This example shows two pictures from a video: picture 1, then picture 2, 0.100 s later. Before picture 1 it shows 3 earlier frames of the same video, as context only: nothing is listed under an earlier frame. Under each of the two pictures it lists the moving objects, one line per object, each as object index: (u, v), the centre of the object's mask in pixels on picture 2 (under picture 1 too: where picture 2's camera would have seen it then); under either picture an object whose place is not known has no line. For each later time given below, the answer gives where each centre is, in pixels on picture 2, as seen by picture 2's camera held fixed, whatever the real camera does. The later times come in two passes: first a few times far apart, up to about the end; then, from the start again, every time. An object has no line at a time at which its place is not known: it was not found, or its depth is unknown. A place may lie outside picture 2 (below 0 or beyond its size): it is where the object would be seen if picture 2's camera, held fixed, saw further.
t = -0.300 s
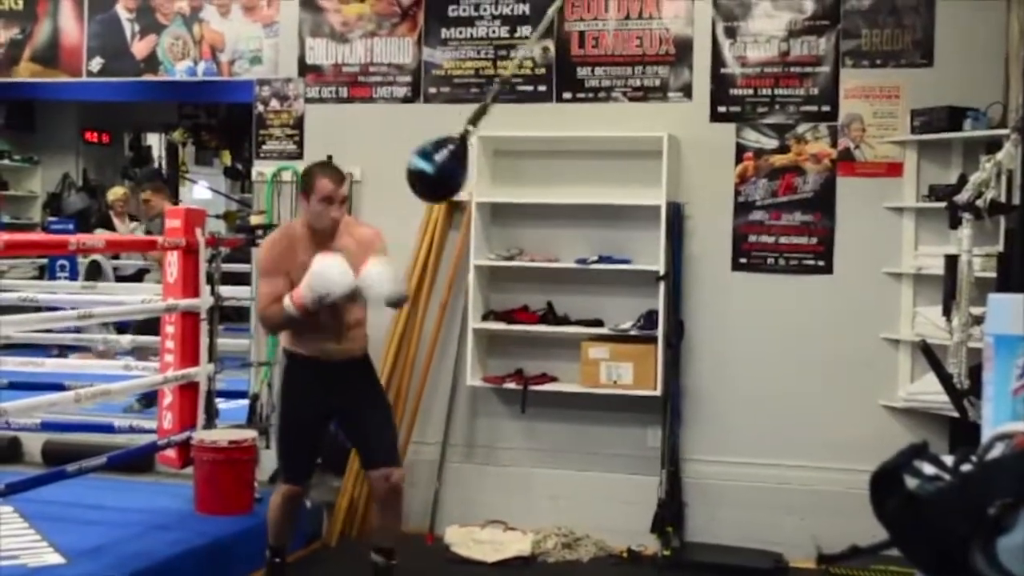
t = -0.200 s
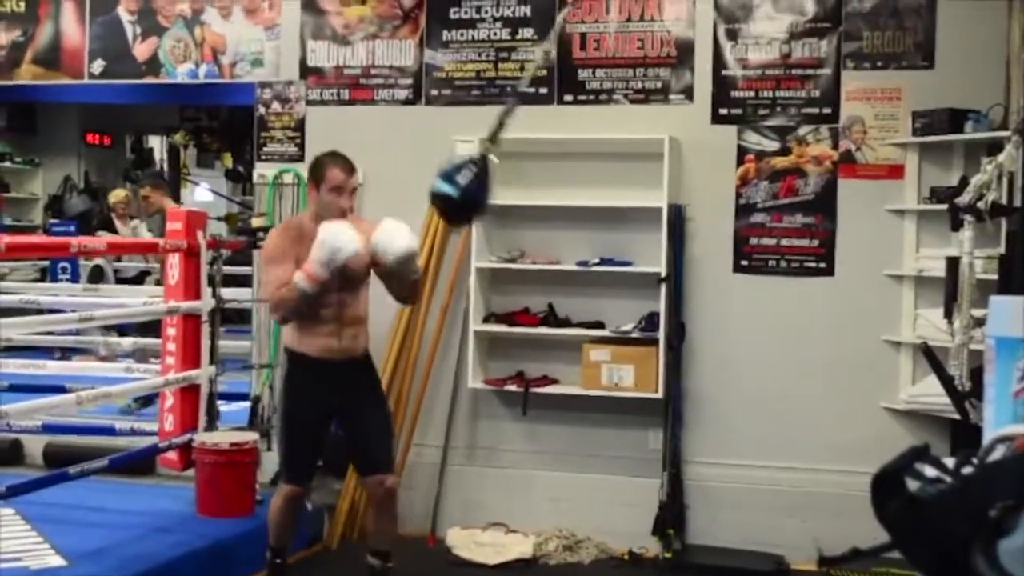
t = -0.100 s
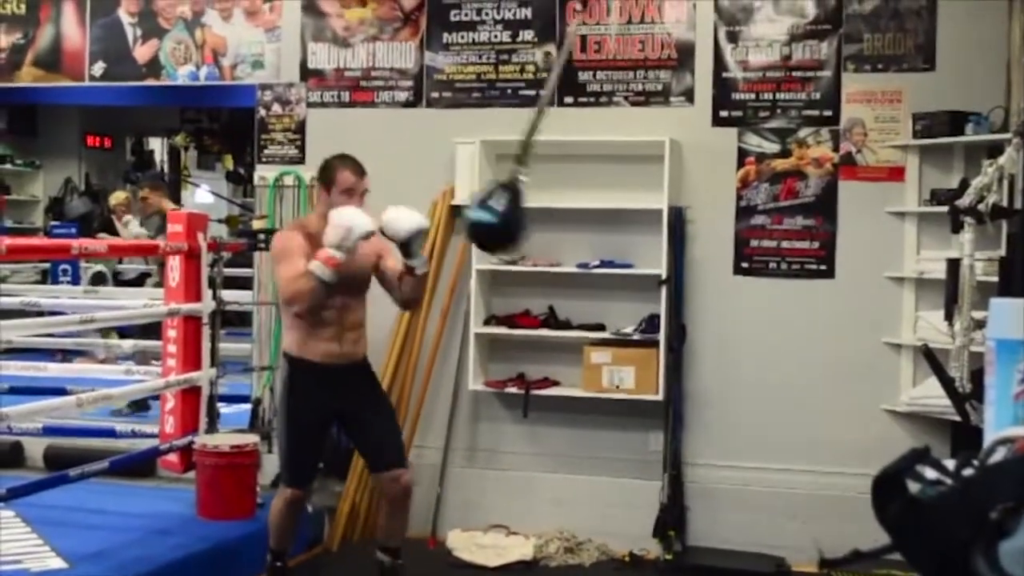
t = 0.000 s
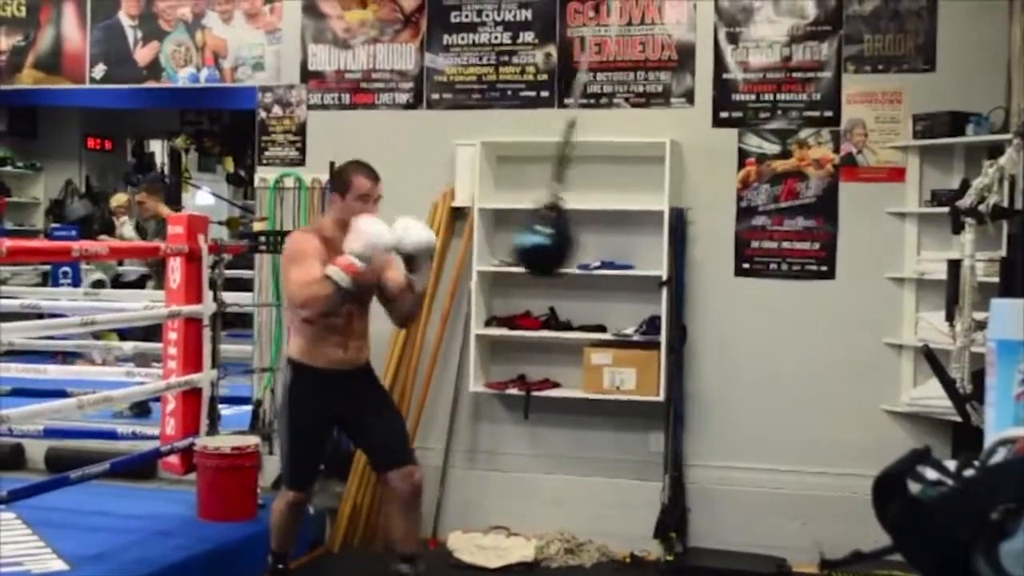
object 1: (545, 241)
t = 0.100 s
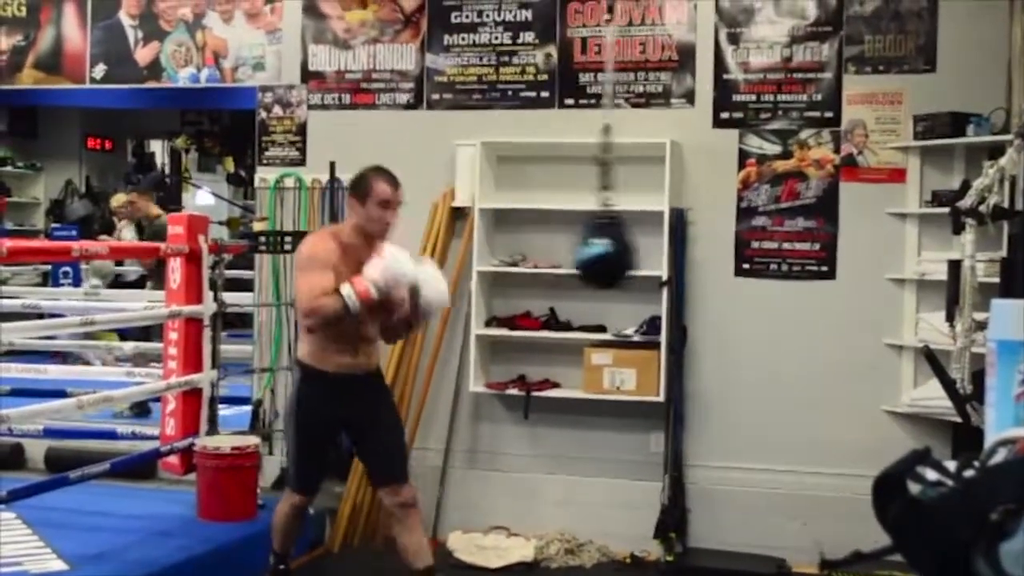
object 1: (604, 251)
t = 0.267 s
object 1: (703, 238)
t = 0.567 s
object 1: (810, 168)
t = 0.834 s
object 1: (793, 182)
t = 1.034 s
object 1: (702, 233)
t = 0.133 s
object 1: (624, 251)
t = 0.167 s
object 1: (642, 252)
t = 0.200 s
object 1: (668, 248)
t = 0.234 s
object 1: (688, 244)
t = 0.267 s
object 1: (703, 238)
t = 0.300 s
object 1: (721, 230)
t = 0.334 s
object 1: (738, 221)
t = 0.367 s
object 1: (753, 213)
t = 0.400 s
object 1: (766, 203)
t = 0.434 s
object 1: (777, 196)
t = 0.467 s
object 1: (789, 188)
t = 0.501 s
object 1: (799, 180)
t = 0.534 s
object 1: (805, 175)
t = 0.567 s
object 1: (810, 168)
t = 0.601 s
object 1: (815, 166)
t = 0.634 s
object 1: (816, 164)
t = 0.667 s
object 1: (816, 164)
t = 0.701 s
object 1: (815, 164)
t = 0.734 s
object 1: (810, 167)
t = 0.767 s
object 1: (806, 170)
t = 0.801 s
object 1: (800, 176)
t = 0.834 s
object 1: (793, 182)
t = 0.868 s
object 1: (780, 192)
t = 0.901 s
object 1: (768, 199)
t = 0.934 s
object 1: (755, 208)
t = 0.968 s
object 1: (739, 217)
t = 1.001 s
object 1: (718, 224)
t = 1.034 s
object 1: (702, 233)
